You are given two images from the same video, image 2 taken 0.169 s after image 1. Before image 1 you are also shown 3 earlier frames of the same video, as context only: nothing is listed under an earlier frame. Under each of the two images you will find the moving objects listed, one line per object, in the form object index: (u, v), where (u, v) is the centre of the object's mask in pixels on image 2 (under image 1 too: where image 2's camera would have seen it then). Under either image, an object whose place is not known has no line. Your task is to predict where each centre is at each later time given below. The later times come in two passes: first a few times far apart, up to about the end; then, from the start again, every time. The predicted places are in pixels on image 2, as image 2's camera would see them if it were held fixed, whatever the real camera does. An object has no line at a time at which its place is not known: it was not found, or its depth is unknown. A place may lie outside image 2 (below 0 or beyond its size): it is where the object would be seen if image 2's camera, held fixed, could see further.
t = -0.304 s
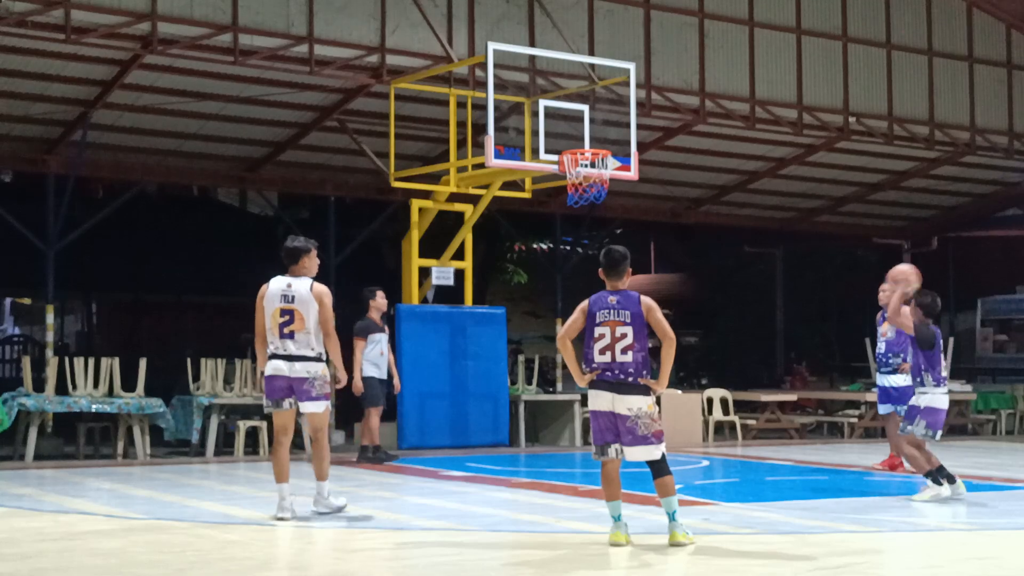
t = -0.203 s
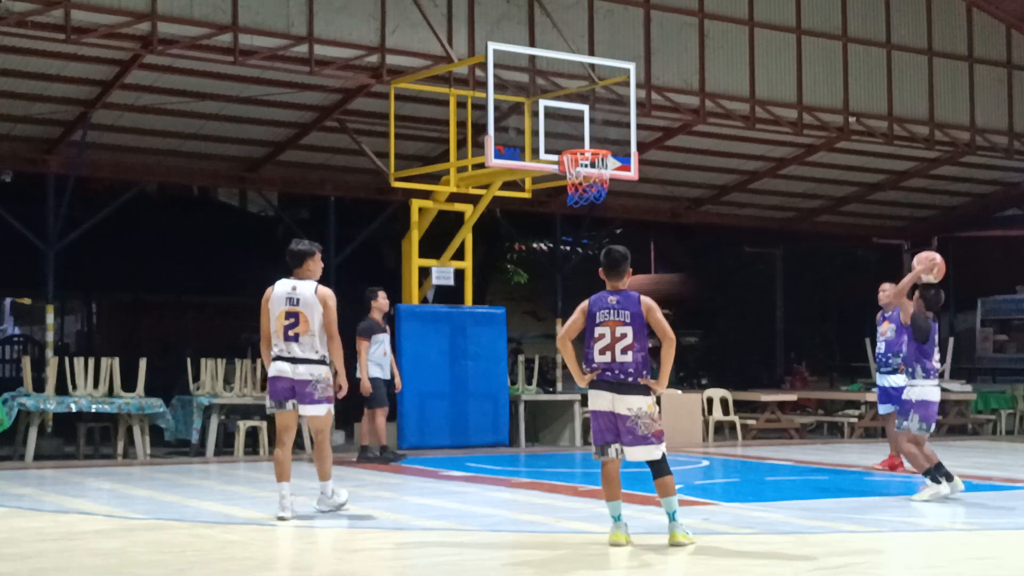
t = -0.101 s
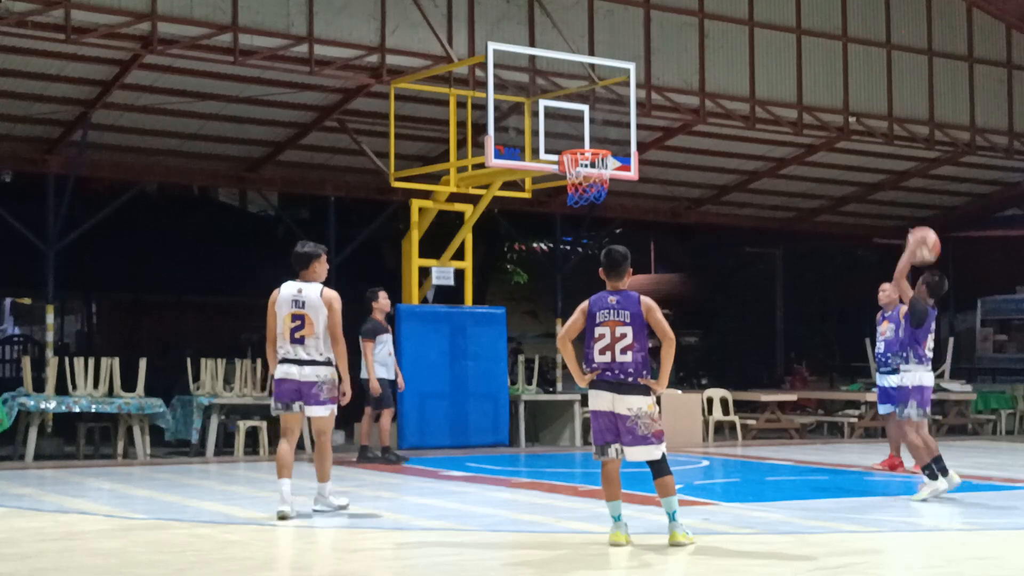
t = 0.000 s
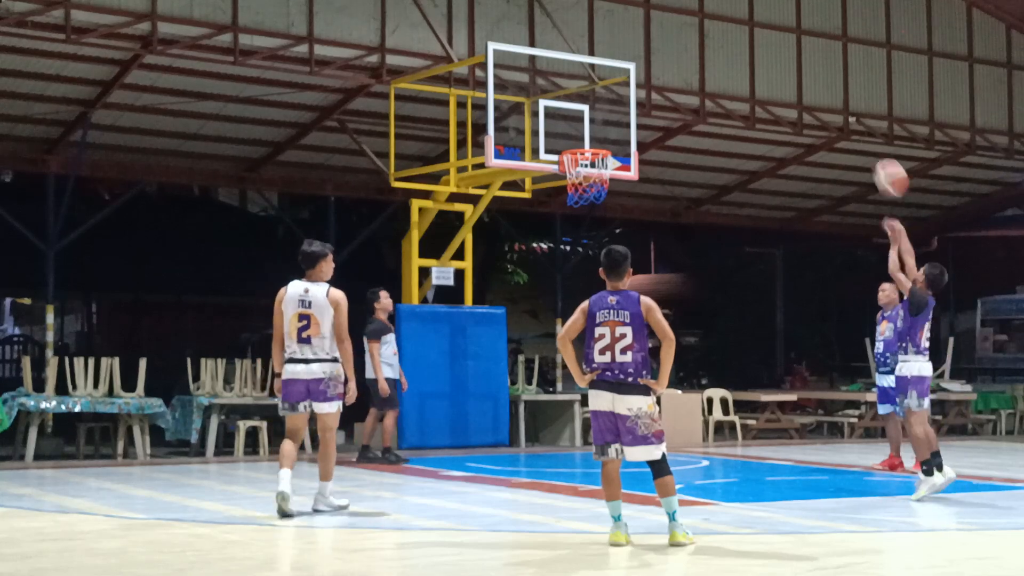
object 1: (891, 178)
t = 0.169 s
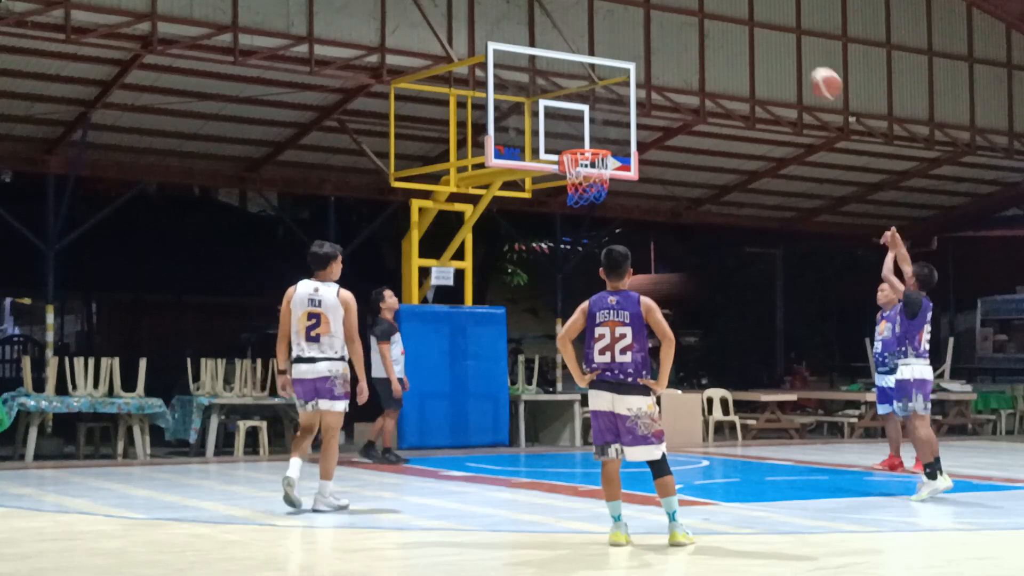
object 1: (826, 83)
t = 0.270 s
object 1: (790, 46)
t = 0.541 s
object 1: (705, 12)
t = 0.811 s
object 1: (633, 53)
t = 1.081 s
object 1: (582, 137)
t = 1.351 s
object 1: (639, 65)
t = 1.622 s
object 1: (701, 64)
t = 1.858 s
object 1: (762, 128)
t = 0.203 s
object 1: (813, 69)
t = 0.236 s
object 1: (802, 57)
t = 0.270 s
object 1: (790, 46)
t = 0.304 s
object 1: (779, 37)
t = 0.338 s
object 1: (767, 30)
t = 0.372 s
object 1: (757, 23)
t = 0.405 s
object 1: (746, 18)
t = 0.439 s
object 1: (736, 15)
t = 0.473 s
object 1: (725, 13)
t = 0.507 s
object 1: (715, 12)
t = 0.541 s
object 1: (705, 12)
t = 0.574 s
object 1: (696, 13)
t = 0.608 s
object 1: (687, 15)
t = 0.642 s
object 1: (677, 19)
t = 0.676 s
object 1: (668, 23)
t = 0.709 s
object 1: (659, 30)
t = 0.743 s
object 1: (650, 37)
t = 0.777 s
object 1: (642, 45)
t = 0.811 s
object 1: (633, 53)
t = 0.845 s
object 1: (626, 63)
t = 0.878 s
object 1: (617, 76)
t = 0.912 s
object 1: (609, 88)
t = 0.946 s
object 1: (601, 100)
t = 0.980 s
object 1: (594, 114)
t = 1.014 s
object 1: (586, 129)
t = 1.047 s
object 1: (577, 142)
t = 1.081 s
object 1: (582, 137)
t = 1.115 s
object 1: (589, 124)
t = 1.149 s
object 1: (597, 113)
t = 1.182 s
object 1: (602, 103)
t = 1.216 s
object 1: (610, 94)
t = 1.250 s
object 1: (617, 85)
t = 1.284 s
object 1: (623, 79)
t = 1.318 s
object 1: (632, 70)
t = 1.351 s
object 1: (639, 65)
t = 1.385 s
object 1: (646, 61)
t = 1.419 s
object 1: (654, 58)
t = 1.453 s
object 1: (661, 56)
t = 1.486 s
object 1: (669, 55)
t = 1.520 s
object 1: (678, 56)
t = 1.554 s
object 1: (686, 57)
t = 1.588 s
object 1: (694, 60)
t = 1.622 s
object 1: (701, 64)
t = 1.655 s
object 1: (710, 69)
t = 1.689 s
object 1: (718, 75)
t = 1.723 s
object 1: (726, 84)
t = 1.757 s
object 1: (735, 92)
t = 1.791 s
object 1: (744, 104)
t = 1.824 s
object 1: (753, 115)
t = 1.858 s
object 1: (762, 128)
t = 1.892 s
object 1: (771, 144)
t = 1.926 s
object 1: (780, 160)
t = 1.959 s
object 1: (790, 178)
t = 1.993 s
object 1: (799, 198)
